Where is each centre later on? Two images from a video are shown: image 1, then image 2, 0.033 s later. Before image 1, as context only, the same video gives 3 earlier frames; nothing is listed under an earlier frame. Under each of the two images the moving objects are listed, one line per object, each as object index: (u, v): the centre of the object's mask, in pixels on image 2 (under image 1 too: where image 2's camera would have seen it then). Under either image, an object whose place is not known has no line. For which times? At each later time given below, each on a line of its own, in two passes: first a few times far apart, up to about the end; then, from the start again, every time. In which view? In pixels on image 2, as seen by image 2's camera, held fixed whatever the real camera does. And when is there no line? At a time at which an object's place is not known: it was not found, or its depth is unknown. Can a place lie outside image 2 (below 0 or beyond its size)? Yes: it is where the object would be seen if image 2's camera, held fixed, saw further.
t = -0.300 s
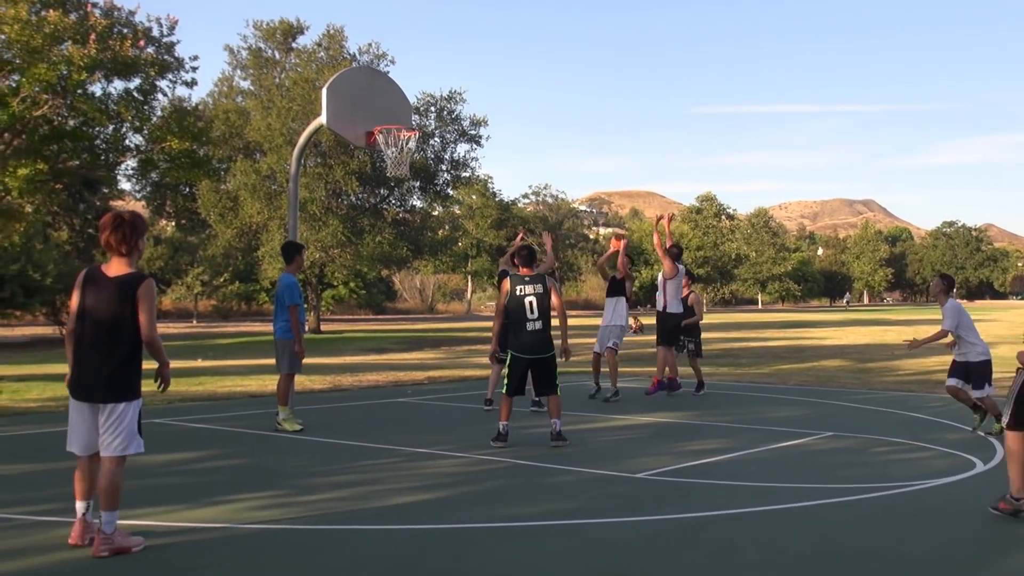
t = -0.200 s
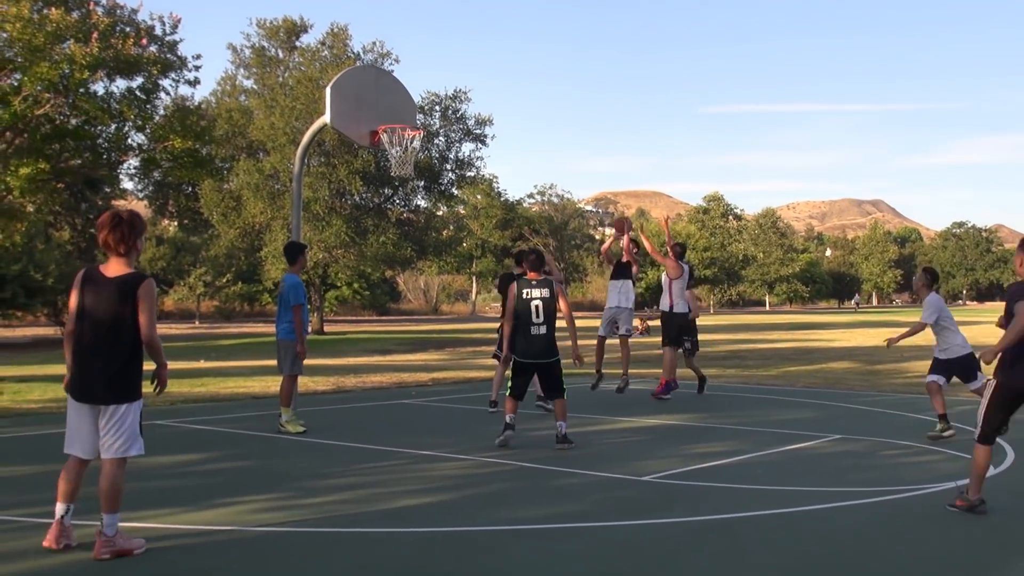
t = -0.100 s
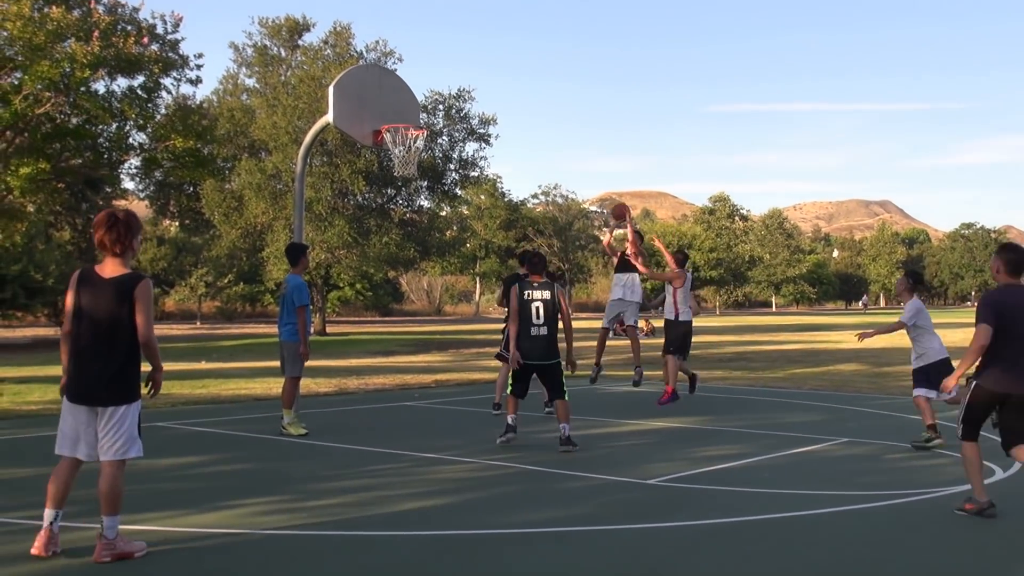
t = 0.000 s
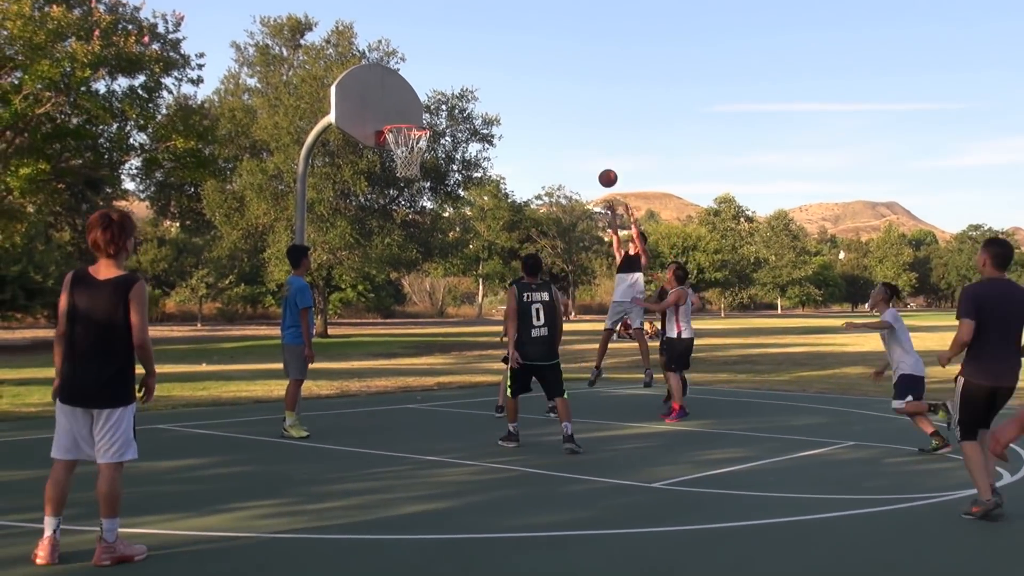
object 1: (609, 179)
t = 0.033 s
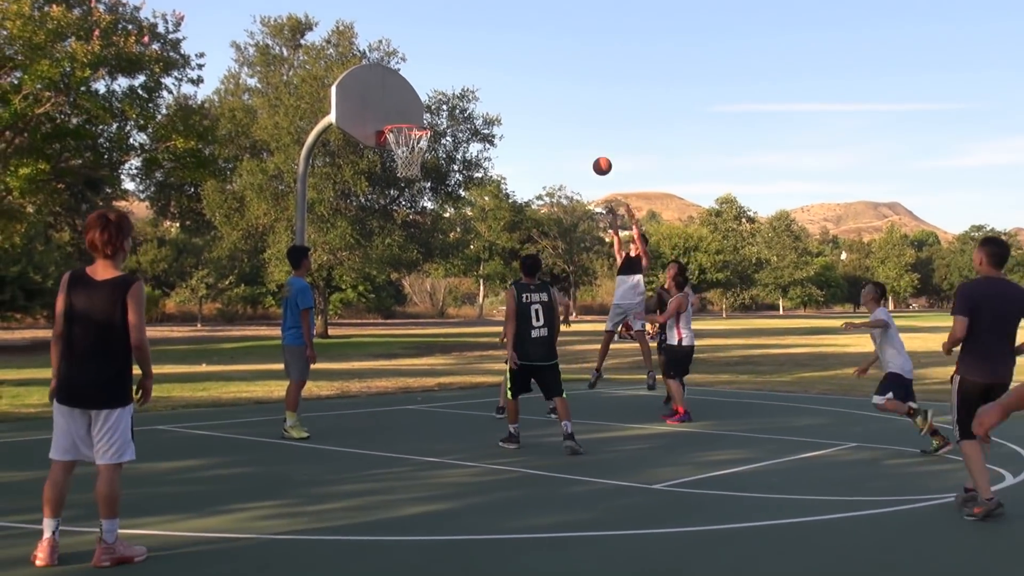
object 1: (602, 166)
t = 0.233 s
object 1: (560, 107)
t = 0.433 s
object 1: (514, 81)
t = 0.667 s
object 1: (457, 91)
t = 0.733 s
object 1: (440, 102)
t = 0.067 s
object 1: (595, 153)
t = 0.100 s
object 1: (588, 143)
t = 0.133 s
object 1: (581, 133)
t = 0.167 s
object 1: (574, 123)
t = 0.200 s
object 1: (567, 115)
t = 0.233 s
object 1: (560, 107)
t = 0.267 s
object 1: (552, 101)
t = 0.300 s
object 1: (545, 95)
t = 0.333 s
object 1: (538, 90)
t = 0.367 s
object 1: (530, 86)
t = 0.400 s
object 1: (522, 82)
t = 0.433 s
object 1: (514, 81)
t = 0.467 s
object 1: (506, 79)
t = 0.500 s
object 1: (499, 78)
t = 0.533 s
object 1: (490, 79)
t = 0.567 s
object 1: (482, 80)
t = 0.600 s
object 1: (474, 83)
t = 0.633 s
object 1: (465, 86)
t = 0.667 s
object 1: (457, 91)
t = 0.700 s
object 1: (448, 96)
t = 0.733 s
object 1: (440, 102)
